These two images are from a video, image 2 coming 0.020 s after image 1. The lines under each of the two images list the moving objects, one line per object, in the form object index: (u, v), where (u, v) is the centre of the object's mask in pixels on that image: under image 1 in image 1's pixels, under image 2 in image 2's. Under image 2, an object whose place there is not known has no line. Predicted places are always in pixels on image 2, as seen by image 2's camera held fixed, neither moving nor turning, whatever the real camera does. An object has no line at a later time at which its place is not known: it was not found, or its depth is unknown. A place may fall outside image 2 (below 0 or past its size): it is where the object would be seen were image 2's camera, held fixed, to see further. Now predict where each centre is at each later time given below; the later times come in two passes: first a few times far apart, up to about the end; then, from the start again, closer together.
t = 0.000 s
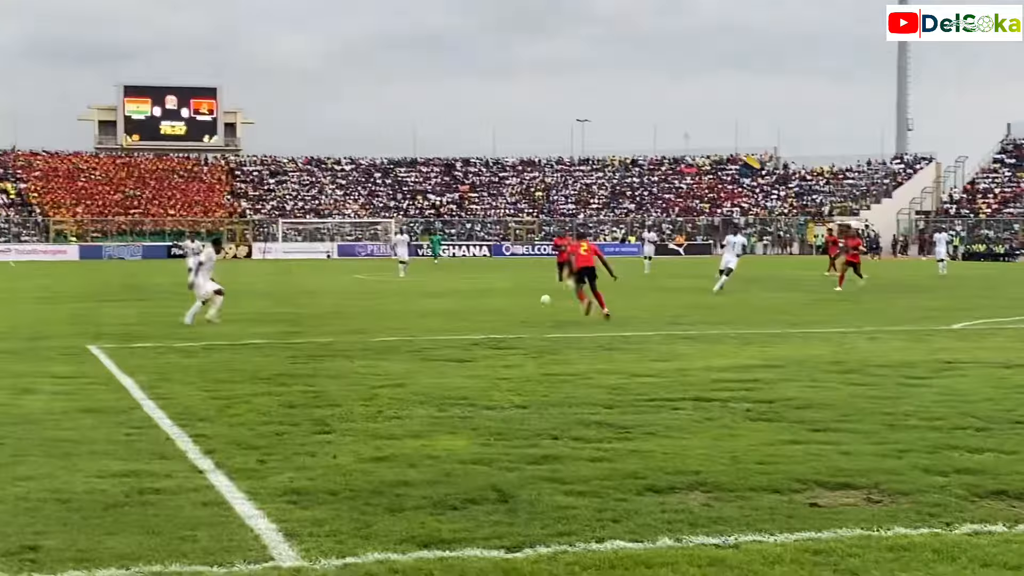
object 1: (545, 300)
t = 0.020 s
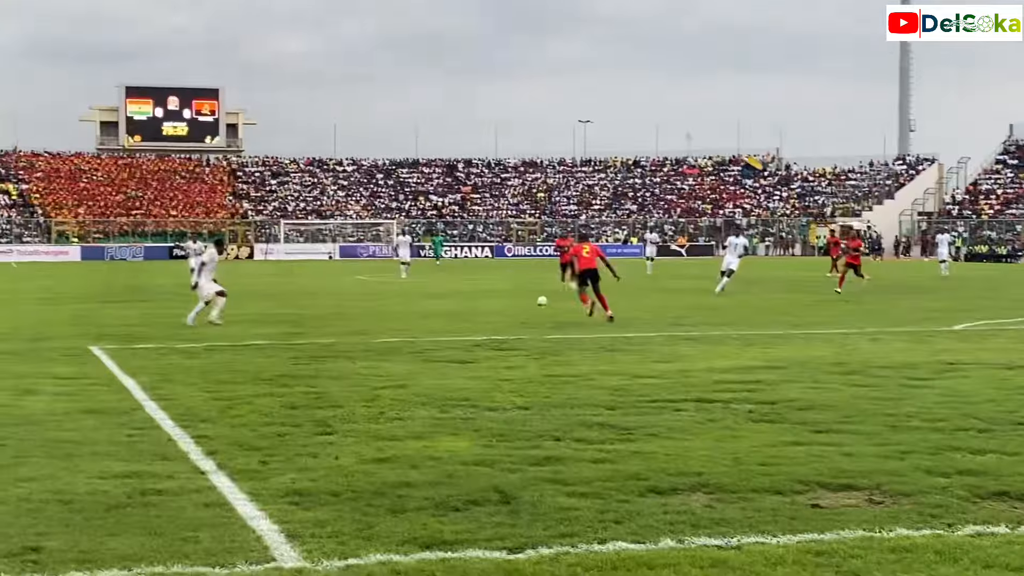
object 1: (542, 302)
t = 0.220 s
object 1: (477, 307)
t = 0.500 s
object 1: (388, 315)
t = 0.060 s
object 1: (532, 301)
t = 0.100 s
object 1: (517, 301)
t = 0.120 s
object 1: (511, 302)
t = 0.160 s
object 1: (500, 303)
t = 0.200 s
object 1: (483, 306)
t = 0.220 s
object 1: (477, 307)
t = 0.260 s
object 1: (466, 309)
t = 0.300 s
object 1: (451, 308)
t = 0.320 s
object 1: (445, 308)
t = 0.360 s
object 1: (435, 308)
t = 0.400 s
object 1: (419, 310)
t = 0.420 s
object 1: (414, 311)
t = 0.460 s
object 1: (404, 313)
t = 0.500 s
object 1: (388, 315)
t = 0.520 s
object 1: (383, 315)
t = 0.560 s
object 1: (373, 315)
